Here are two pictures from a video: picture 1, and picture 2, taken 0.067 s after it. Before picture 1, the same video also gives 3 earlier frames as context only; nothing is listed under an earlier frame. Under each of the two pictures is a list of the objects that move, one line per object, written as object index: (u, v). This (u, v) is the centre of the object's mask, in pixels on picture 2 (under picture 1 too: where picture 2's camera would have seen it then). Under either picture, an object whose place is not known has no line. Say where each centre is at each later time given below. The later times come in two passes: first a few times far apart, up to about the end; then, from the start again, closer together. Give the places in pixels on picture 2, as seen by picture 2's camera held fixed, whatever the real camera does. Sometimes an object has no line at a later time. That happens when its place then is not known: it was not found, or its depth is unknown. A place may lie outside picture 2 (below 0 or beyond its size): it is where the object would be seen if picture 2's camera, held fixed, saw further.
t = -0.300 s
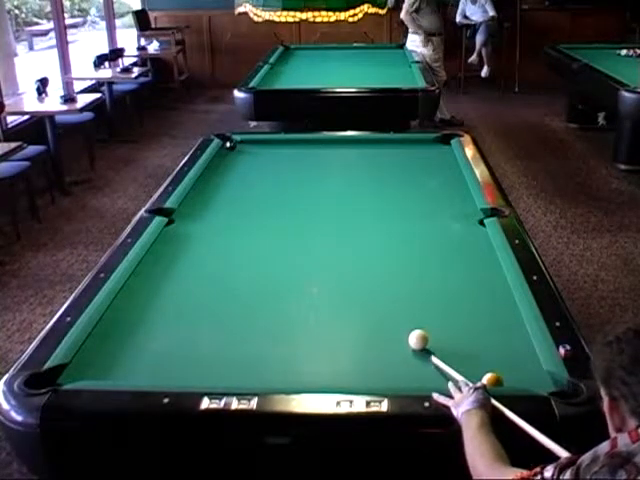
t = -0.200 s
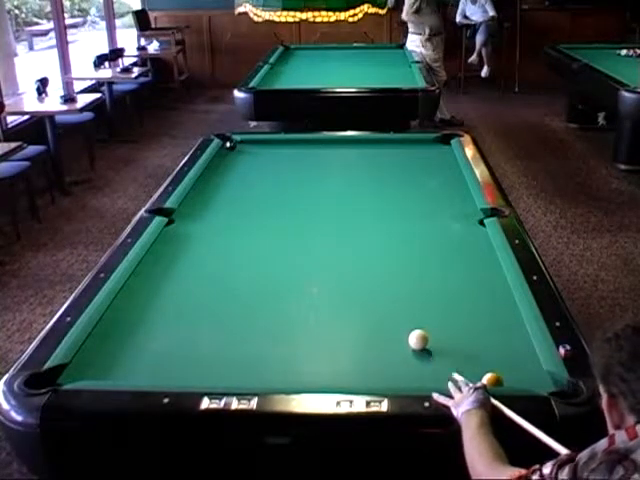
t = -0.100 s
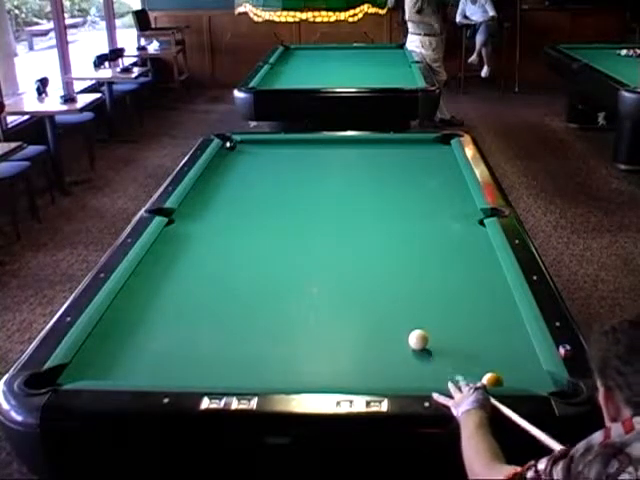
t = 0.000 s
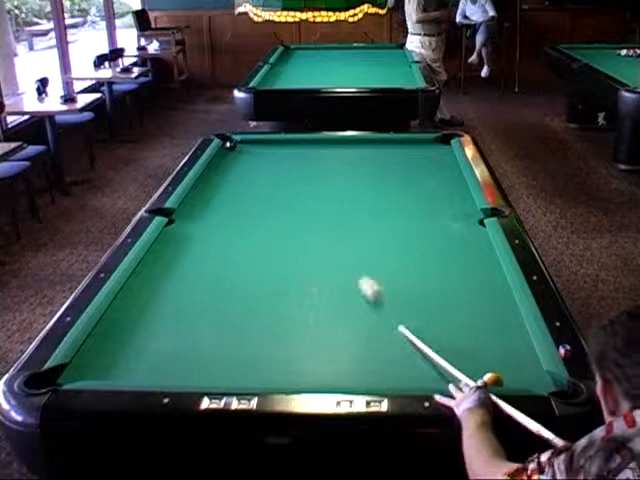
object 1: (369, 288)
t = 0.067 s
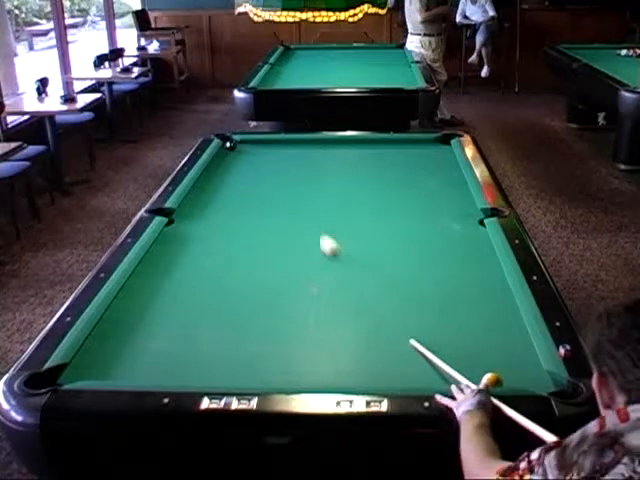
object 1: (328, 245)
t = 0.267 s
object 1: (253, 169)
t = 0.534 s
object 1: (233, 149)
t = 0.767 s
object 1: (240, 156)
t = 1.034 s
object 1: (248, 165)
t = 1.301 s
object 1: (256, 175)
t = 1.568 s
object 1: (265, 185)
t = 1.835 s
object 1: (274, 195)
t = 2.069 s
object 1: (282, 205)
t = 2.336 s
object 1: (293, 216)
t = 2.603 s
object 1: (303, 228)
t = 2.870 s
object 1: (313, 240)
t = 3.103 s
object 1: (323, 251)
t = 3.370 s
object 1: (335, 263)
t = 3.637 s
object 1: (348, 277)
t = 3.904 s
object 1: (360, 290)
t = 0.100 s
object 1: (311, 229)
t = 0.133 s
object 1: (297, 214)
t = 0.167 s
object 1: (284, 200)
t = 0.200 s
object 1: (272, 188)
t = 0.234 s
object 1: (263, 178)
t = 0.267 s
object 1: (253, 169)
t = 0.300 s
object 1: (245, 159)
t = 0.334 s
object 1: (237, 152)
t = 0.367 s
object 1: (233, 147)
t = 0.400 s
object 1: (232, 147)
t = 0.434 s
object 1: (232, 147)
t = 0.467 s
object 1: (233, 148)
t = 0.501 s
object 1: (233, 148)
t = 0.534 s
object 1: (233, 149)
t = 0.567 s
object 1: (234, 150)
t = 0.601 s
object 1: (235, 151)
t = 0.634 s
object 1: (236, 152)
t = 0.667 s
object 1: (237, 153)
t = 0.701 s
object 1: (238, 154)
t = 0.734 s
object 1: (239, 155)
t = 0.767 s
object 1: (240, 156)
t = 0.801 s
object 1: (241, 158)
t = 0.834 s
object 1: (242, 158)
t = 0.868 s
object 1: (243, 160)
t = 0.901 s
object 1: (244, 161)
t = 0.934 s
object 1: (245, 162)
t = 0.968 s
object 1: (246, 163)
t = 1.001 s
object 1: (247, 164)
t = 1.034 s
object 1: (248, 165)
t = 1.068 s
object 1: (249, 167)
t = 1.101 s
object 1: (250, 168)
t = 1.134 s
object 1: (251, 169)
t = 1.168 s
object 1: (252, 170)
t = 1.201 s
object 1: (253, 171)
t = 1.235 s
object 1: (254, 173)
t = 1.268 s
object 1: (255, 174)
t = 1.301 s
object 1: (256, 175)
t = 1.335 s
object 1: (257, 176)
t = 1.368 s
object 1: (259, 177)
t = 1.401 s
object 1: (260, 179)
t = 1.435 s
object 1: (261, 180)
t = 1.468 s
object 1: (262, 181)
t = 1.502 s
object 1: (263, 182)
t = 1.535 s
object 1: (264, 183)
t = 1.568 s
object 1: (265, 185)
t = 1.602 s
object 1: (266, 186)
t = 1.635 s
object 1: (267, 187)
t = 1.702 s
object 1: (269, 190)
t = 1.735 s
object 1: (271, 191)
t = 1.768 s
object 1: (271, 192)
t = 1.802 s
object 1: (273, 193)
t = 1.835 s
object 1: (274, 195)
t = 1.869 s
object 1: (275, 196)
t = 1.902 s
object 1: (277, 198)
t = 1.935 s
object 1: (278, 199)
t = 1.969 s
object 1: (279, 200)
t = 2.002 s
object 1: (280, 202)
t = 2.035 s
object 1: (281, 203)
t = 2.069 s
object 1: (282, 205)
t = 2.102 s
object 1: (284, 206)
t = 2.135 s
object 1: (285, 207)
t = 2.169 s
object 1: (286, 209)
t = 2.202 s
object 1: (287, 210)
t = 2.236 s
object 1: (288, 212)
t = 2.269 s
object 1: (290, 213)
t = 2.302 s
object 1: (291, 215)
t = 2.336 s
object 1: (293, 216)
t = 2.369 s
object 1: (294, 217)
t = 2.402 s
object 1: (295, 219)
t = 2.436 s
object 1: (296, 220)
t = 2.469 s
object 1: (298, 221)
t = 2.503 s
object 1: (299, 223)
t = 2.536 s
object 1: (300, 225)
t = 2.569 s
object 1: (301, 226)
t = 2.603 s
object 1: (303, 228)
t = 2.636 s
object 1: (304, 229)
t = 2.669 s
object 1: (306, 231)
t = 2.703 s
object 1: (307, 232)
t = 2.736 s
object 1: (308, 234)
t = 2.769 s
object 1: (309, 235)
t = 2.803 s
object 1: (311, 237)
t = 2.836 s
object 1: (312, 238)
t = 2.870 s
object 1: (313, 240)
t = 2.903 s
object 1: (315, 242)
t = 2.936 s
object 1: (317, 243)
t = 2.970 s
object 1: (318, 245)
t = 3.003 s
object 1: (319, 246)
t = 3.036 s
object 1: (321, 248)
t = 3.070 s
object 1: (322, 249)
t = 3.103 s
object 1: (323, 251)
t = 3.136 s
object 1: (325, 252)
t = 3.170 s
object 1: (327, 254)
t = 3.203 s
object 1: (328, 256)
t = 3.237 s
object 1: (330, 257)
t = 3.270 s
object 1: (331, 258)
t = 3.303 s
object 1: (333, 260)
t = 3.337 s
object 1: (334, 262)
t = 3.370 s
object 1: (335, 263)
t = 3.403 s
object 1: (337, 265)
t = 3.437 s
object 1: (339, 267)
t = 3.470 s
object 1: (340, 268)
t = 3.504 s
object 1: (342, 270)
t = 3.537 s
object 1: (343, 271)
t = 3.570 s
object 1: (345, 273)
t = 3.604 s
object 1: (347, 275)
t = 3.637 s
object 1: (348, 277)
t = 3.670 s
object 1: (349, 278)
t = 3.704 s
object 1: (351, 280)
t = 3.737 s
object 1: (352, 282)
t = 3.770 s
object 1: (354, 283)
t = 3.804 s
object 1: (356, 285)
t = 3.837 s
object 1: (357, 287)
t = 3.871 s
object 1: (359, 288)
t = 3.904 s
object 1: (360, 290)
